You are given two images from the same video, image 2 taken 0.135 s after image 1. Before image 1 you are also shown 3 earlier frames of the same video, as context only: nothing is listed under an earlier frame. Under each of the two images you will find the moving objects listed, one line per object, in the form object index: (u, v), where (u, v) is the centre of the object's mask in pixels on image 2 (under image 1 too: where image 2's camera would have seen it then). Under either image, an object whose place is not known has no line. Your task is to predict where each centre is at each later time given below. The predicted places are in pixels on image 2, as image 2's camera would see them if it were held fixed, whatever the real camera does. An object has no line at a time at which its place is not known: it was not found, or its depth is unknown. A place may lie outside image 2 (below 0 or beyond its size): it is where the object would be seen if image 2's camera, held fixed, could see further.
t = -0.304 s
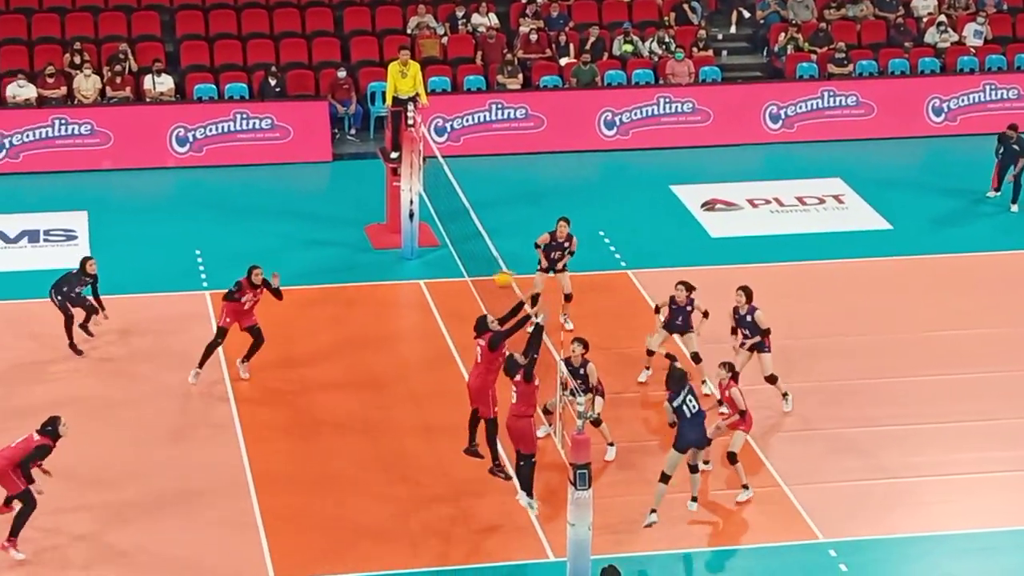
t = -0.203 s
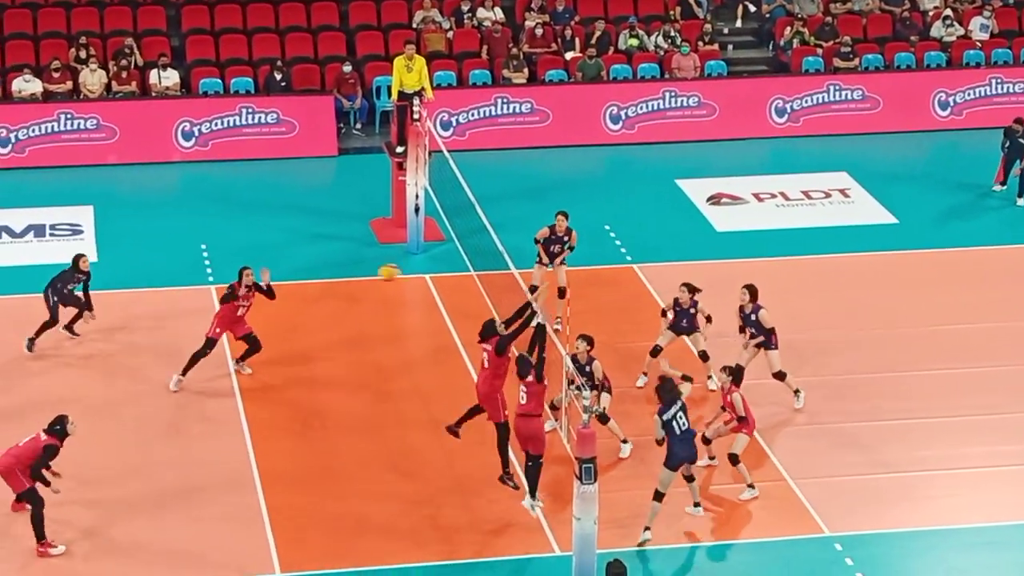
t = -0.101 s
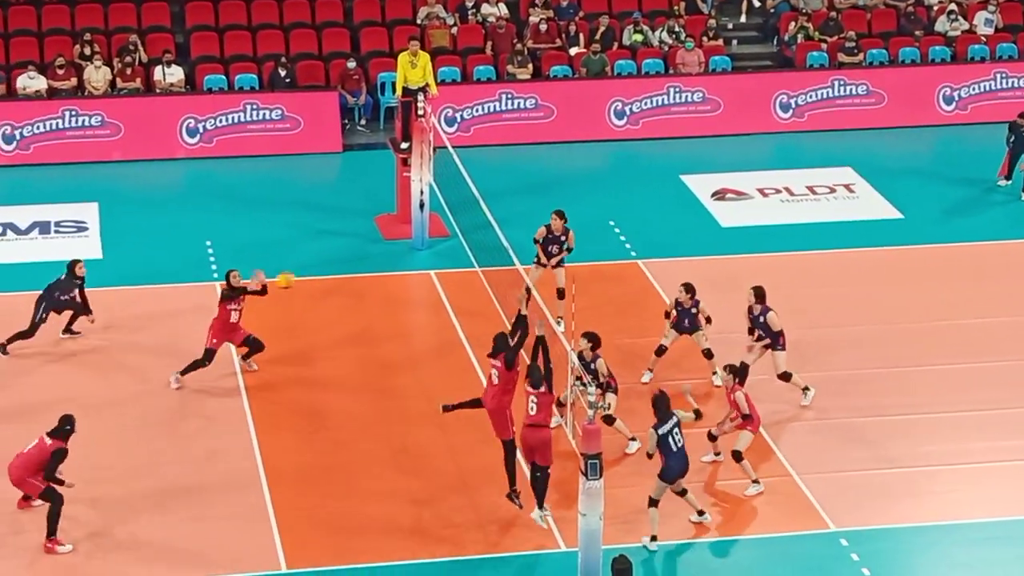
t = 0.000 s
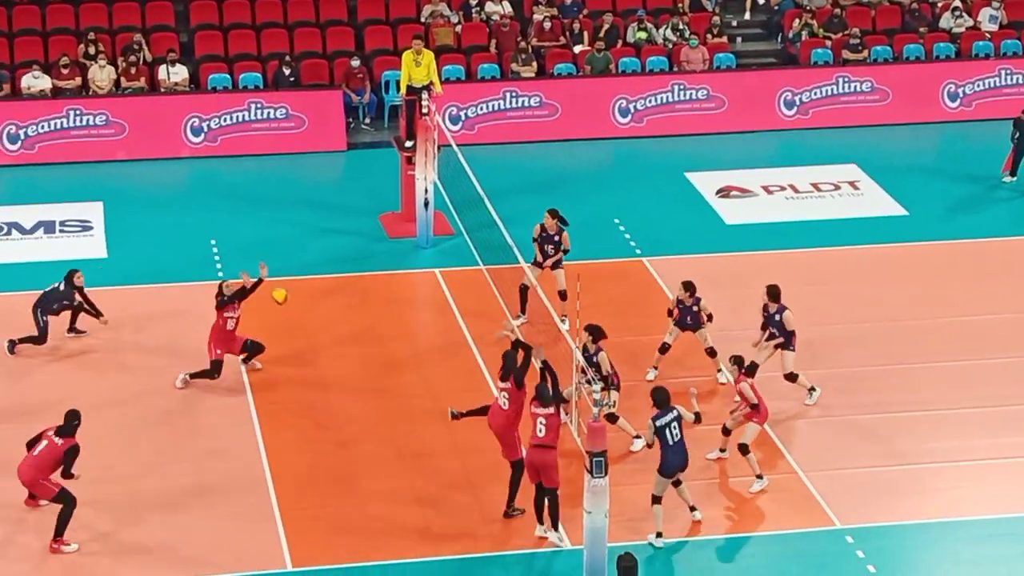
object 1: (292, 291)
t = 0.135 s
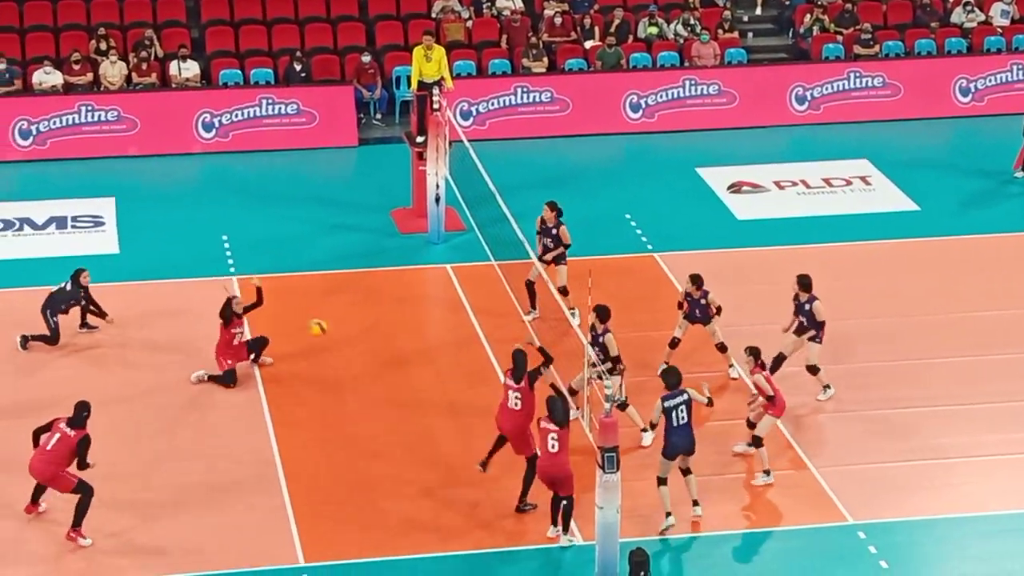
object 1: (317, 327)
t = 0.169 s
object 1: (323, 338)
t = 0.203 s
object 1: (330, 350)
